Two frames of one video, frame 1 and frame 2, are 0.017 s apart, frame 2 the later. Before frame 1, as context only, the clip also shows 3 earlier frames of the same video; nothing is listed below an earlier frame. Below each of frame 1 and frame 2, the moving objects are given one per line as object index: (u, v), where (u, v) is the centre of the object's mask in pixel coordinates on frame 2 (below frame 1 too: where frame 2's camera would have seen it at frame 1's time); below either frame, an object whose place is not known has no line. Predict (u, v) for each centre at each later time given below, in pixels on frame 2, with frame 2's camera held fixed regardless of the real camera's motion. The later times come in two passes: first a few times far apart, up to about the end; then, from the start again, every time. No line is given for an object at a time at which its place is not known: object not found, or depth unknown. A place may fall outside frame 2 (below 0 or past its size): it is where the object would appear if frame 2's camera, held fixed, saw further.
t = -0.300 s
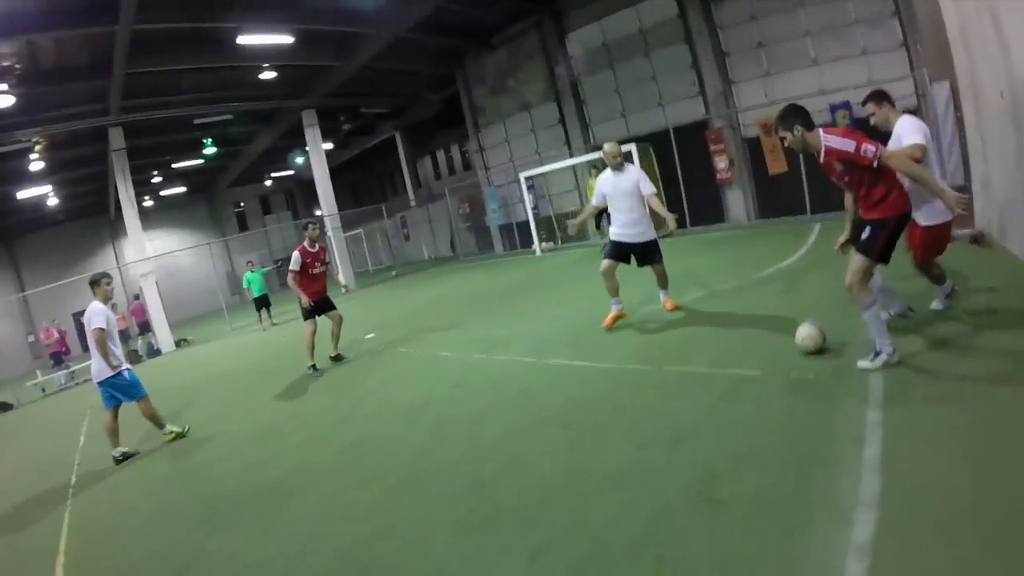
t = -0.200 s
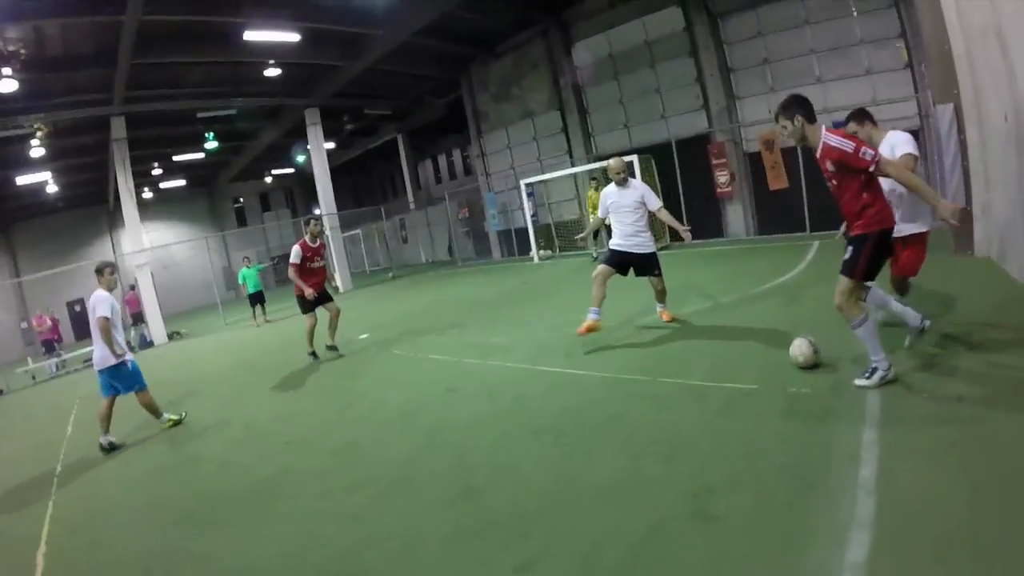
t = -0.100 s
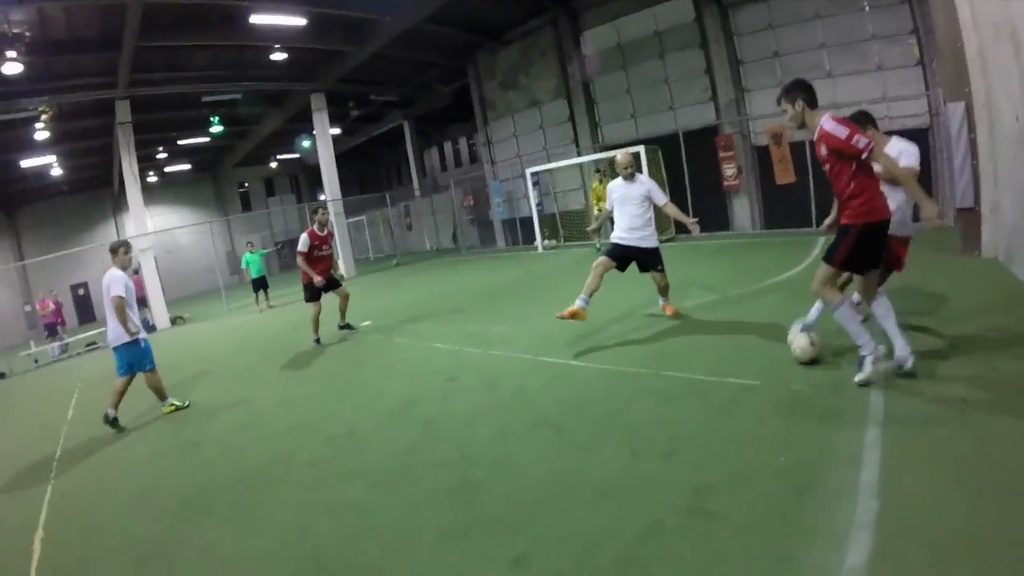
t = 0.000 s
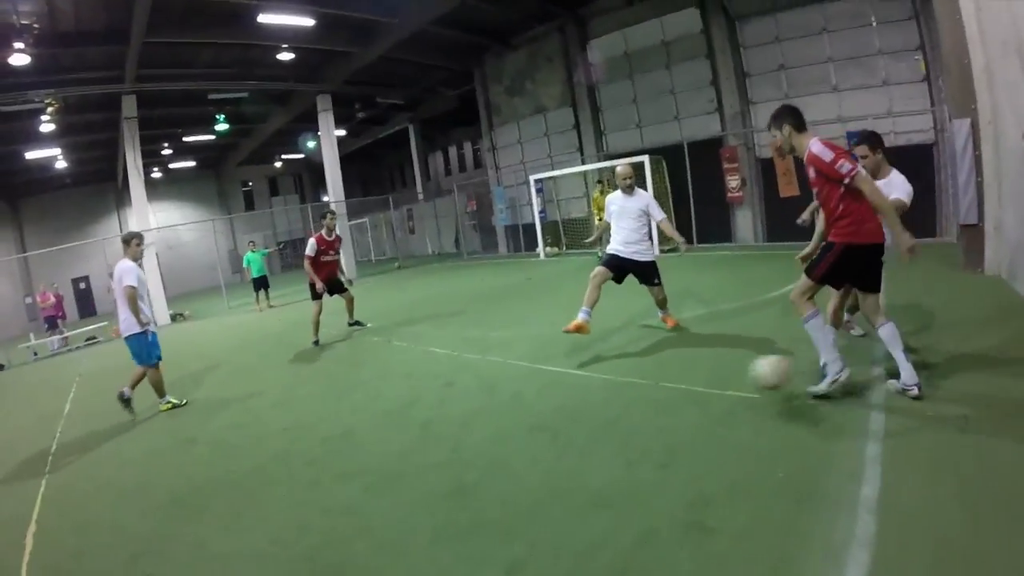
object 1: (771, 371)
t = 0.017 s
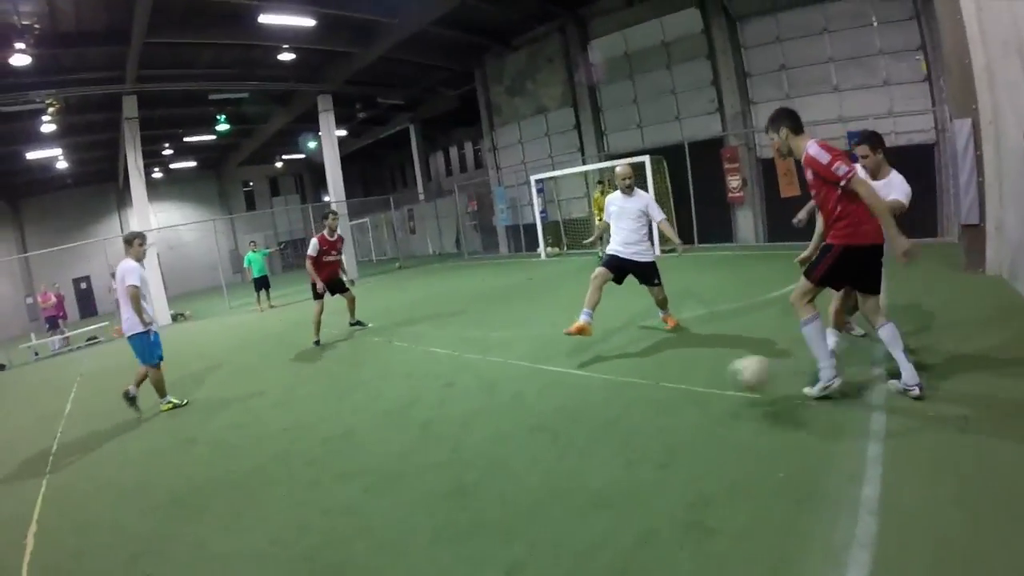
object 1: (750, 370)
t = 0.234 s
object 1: (458, 414)
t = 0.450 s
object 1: (256, 429)
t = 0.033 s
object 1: (728, 373)
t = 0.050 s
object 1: (705, 375)
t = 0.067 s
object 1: (683, 377)
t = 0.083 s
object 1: (661, 379)
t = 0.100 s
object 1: (638, 382)
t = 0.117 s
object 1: (614, 385)
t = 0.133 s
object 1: (593, 388)
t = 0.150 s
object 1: (571, 392)
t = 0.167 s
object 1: (545, 397)
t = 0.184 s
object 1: (521, 401)
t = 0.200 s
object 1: (500, 406)
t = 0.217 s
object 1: (478, 410)
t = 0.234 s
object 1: (458, 414)
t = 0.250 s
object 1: (433, 416)
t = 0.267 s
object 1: (414, 424)
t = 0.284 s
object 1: (398, 428)
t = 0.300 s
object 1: (381, 427)
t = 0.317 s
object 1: (365, 426)
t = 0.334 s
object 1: (350, 426)
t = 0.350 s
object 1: (335, 426)
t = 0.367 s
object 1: (317, 424)
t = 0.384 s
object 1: (303, 424)
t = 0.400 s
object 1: (291, 425)
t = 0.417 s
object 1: (278, 427)
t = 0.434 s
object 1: (268, 428)
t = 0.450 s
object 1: (256, 429)
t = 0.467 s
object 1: (245, 431)
